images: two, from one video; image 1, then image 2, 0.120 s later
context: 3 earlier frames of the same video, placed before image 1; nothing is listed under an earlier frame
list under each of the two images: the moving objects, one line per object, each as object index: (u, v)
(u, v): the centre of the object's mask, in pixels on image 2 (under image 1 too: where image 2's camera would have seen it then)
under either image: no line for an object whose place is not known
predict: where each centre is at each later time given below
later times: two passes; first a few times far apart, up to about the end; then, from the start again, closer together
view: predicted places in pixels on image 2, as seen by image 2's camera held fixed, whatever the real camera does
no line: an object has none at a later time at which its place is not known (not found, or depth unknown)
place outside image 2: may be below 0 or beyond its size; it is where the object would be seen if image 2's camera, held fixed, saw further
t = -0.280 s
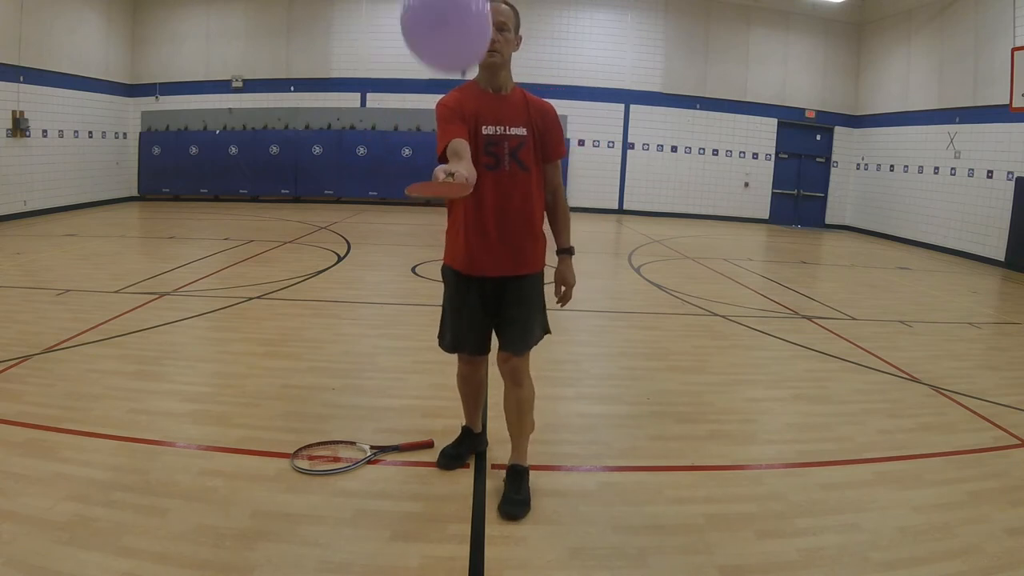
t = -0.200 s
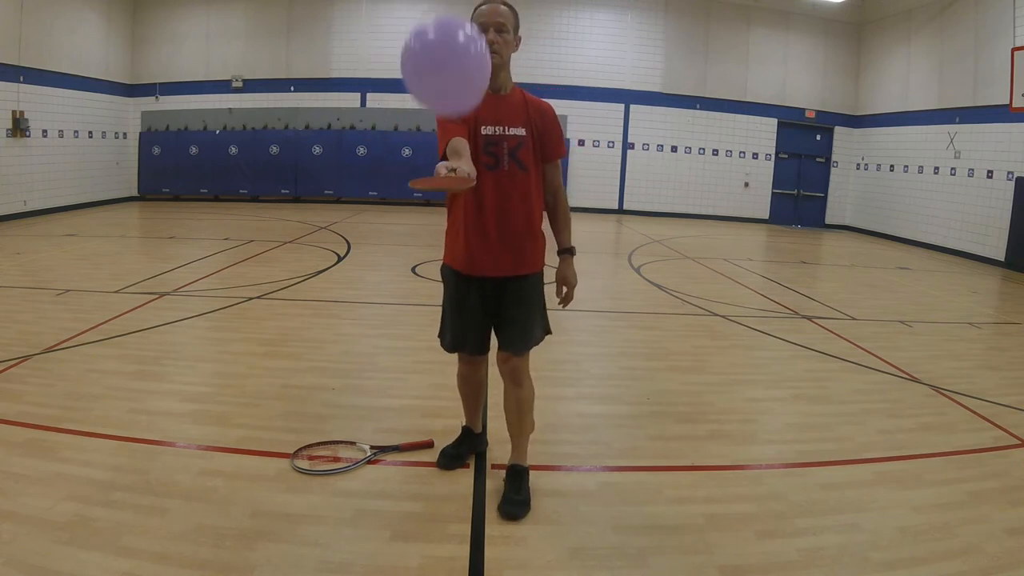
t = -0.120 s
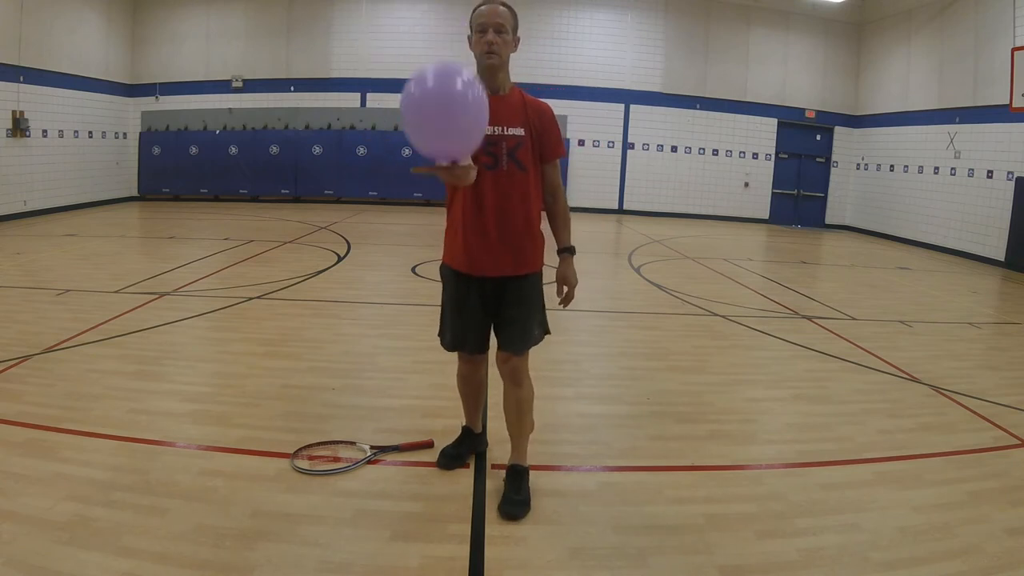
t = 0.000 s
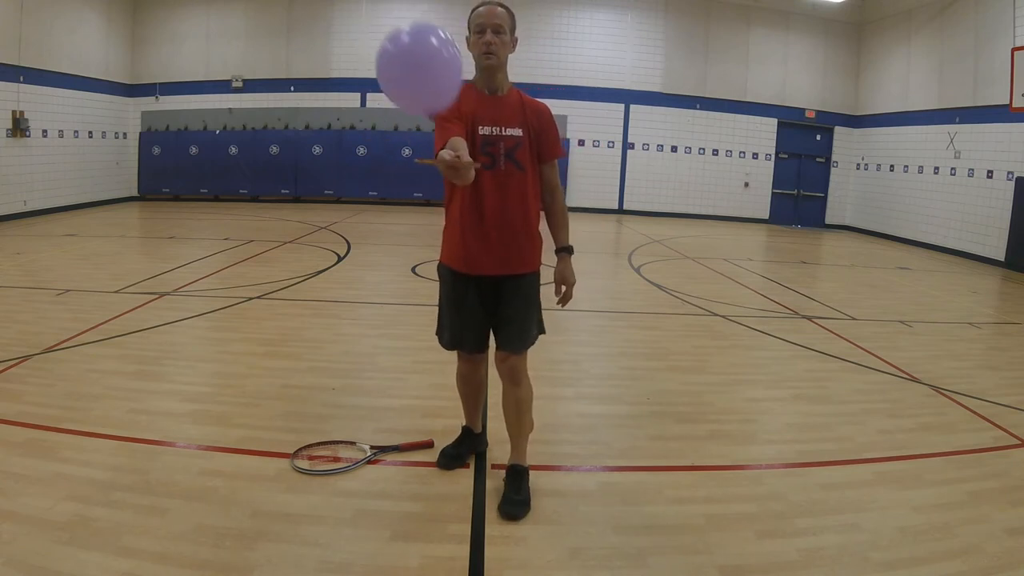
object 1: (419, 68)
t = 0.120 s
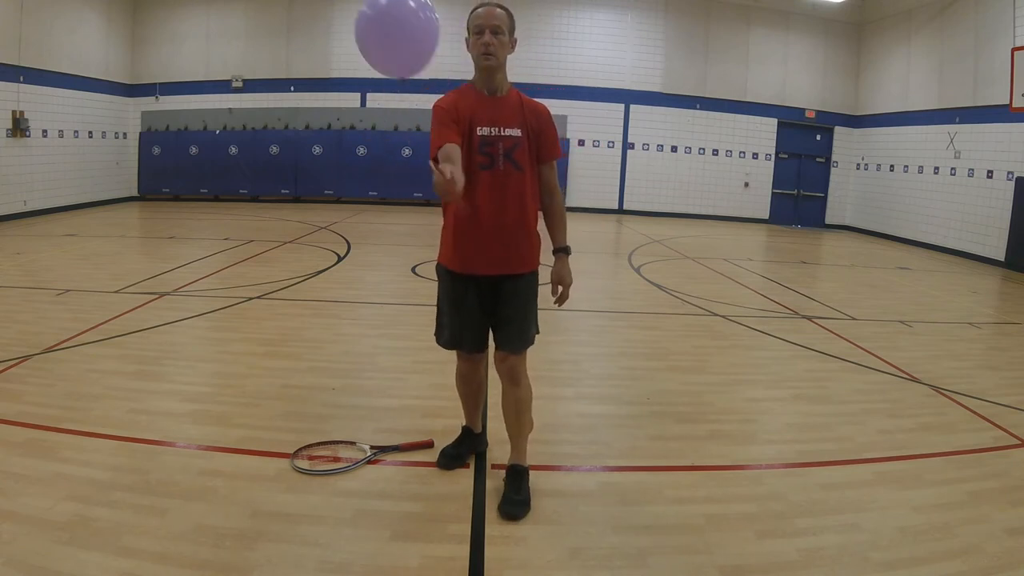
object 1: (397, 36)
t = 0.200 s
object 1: (384, 27)
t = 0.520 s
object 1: (337, 28)
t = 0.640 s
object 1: (323, 46)
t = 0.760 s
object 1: (310, 82)
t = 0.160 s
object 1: (390, 31)
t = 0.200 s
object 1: (384, 27)
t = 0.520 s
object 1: (337, 28)
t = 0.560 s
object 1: (333, 32)
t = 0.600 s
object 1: (328, 37)
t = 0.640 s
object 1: (323, 46)
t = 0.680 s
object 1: (318, 56)
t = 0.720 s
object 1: (314, 68)
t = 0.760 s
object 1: (310, 82)
